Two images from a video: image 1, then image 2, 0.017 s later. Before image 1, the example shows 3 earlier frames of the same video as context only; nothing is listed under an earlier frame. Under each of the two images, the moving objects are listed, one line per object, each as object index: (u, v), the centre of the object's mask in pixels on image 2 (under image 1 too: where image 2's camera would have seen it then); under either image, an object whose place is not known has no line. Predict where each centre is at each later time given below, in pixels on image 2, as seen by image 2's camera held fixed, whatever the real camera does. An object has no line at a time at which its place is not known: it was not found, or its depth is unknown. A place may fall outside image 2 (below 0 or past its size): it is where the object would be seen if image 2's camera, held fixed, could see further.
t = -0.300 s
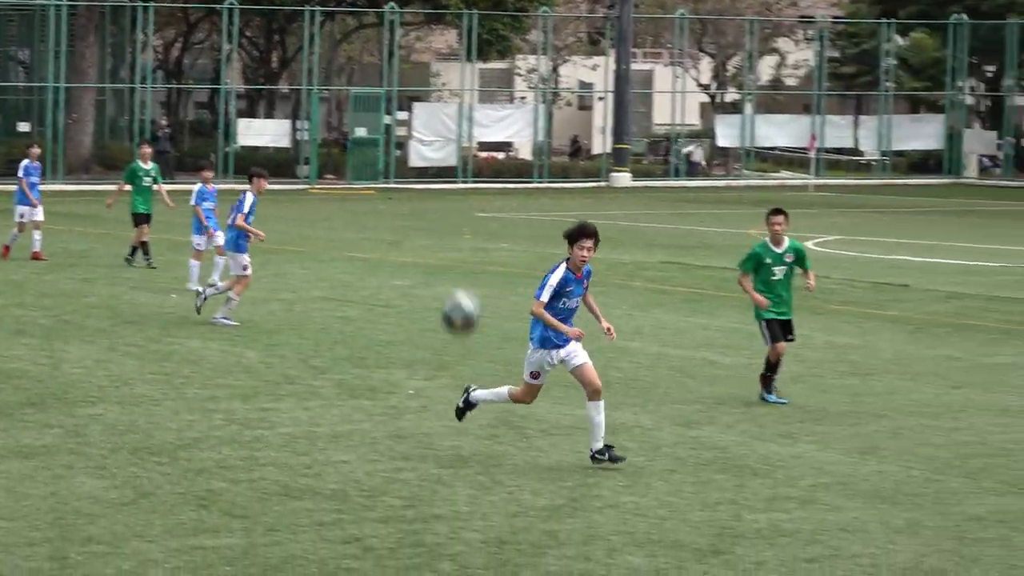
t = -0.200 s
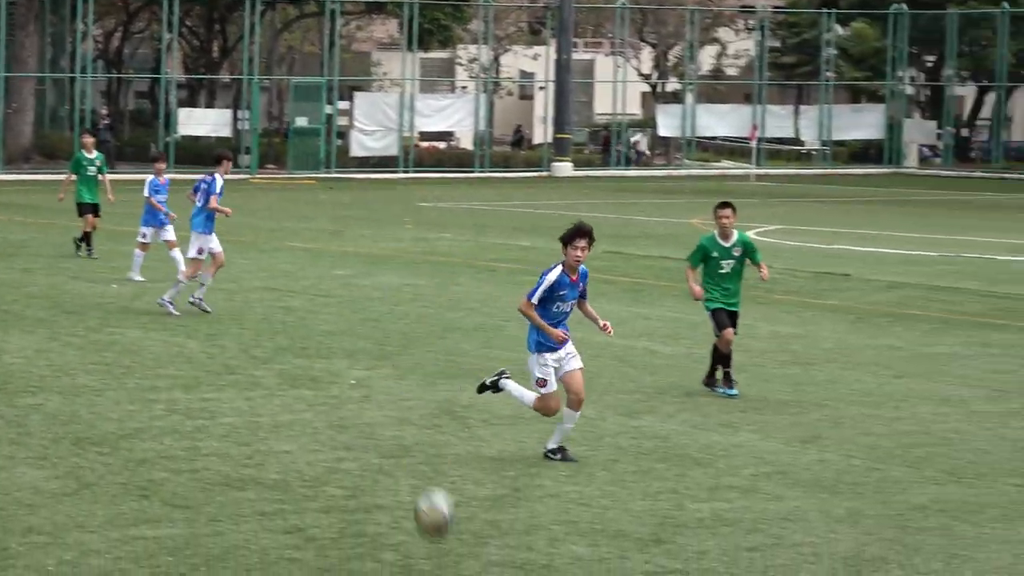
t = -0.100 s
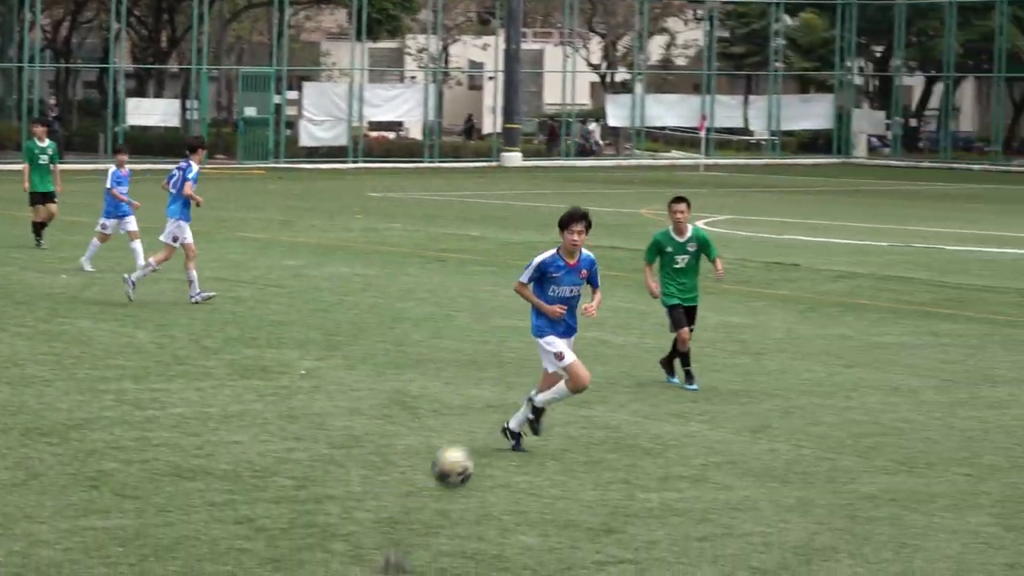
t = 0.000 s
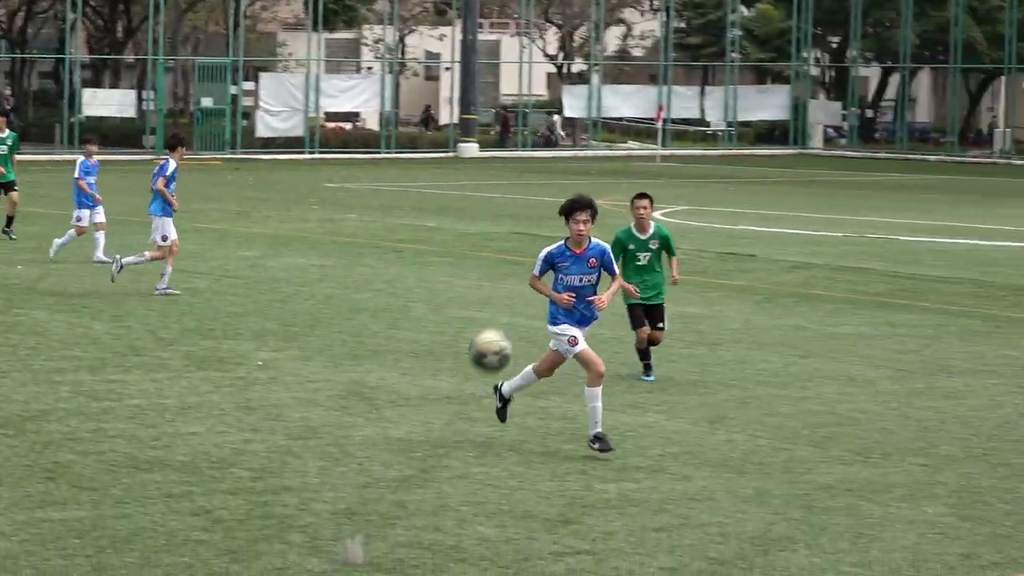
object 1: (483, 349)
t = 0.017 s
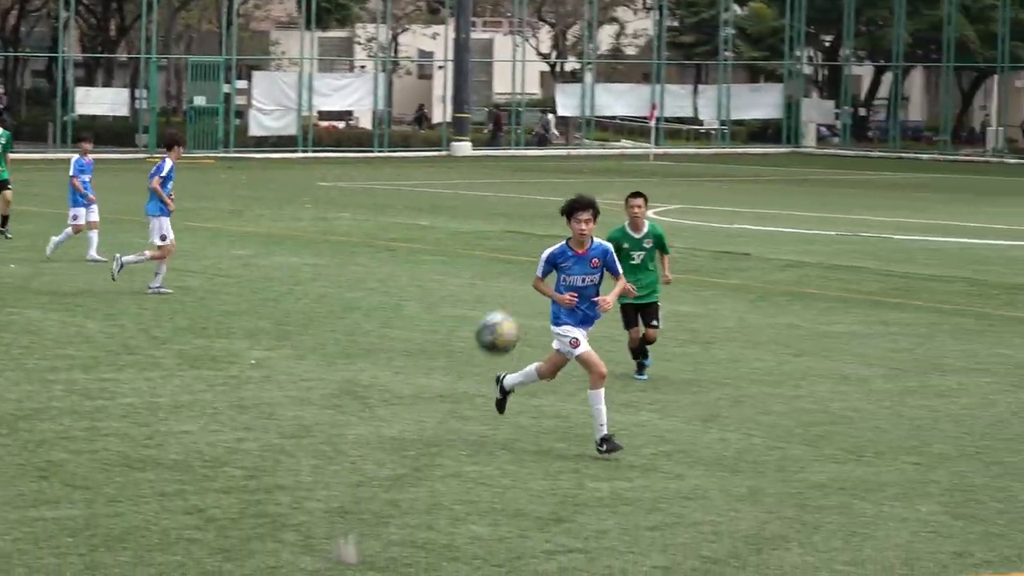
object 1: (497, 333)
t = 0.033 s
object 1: (511, 317)
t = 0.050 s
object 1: (525, 302)
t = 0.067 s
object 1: (539, 287)
